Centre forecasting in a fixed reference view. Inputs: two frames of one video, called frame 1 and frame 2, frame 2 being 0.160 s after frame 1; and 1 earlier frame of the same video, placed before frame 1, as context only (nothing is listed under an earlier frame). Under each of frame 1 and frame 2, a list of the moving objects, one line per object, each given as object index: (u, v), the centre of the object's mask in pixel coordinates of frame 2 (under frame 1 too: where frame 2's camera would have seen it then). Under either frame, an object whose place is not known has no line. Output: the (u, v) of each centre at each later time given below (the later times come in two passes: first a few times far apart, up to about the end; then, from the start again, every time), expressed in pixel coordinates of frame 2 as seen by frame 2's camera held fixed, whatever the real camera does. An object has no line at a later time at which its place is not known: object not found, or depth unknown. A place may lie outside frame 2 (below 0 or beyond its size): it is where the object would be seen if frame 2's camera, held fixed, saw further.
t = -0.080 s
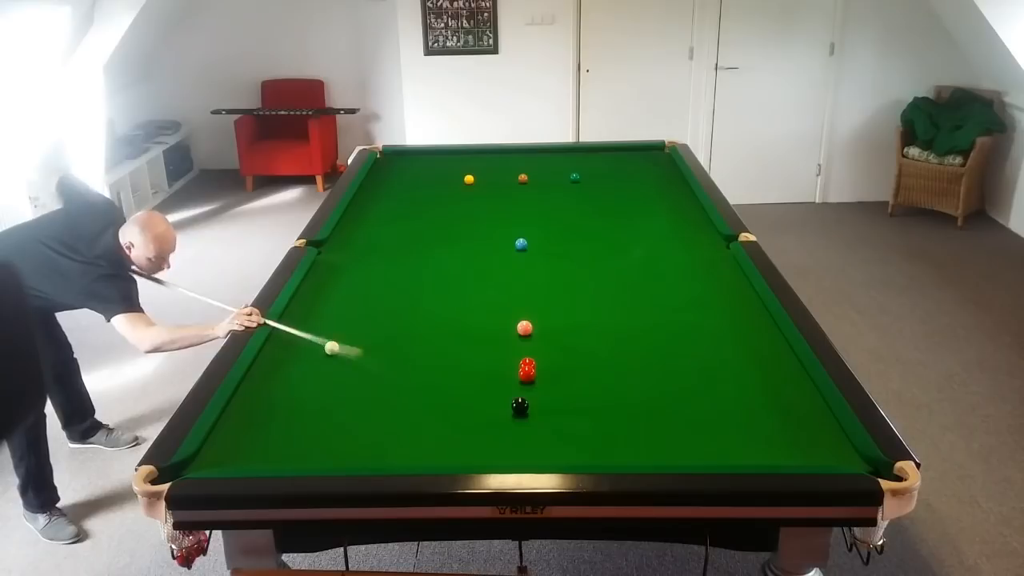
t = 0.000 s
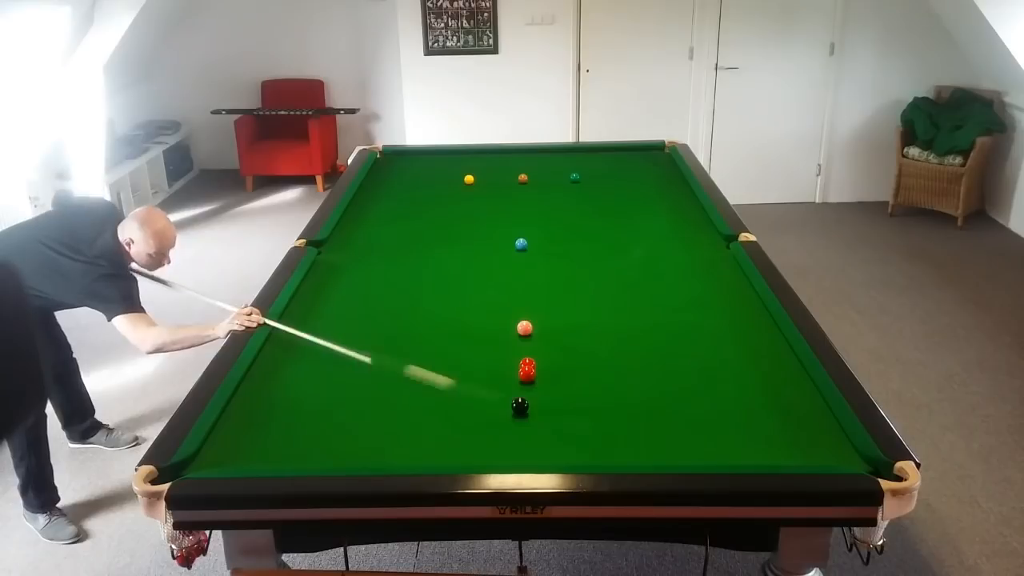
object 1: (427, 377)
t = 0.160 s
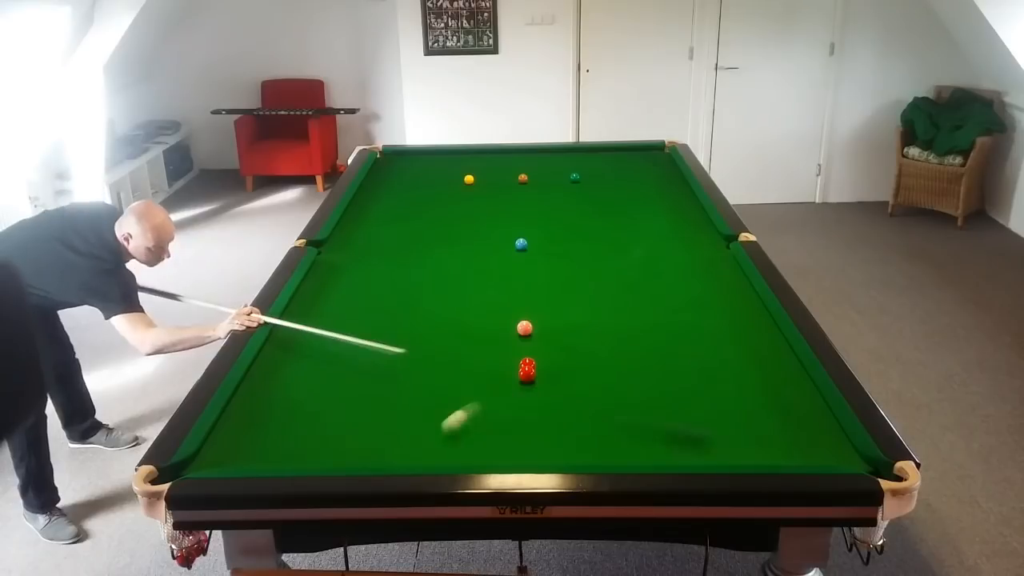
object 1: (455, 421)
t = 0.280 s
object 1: (410, 445)
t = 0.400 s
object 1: (361, 453)
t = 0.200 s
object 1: (440, 431)
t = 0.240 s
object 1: (425, 436)
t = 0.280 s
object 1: (410, 445)
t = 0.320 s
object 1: (385, 458)
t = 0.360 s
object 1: (370, 459)
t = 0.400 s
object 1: (361, 453)
